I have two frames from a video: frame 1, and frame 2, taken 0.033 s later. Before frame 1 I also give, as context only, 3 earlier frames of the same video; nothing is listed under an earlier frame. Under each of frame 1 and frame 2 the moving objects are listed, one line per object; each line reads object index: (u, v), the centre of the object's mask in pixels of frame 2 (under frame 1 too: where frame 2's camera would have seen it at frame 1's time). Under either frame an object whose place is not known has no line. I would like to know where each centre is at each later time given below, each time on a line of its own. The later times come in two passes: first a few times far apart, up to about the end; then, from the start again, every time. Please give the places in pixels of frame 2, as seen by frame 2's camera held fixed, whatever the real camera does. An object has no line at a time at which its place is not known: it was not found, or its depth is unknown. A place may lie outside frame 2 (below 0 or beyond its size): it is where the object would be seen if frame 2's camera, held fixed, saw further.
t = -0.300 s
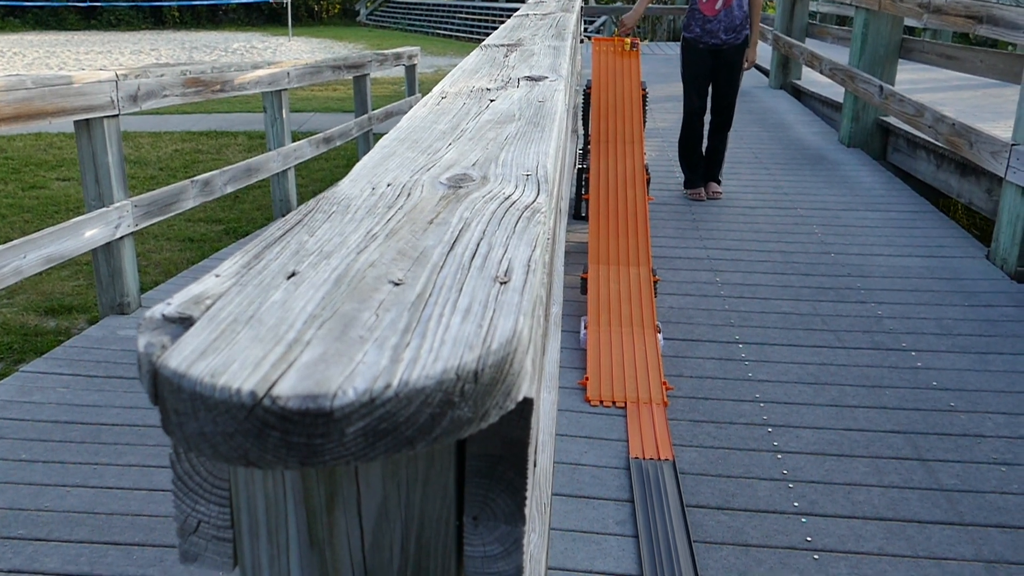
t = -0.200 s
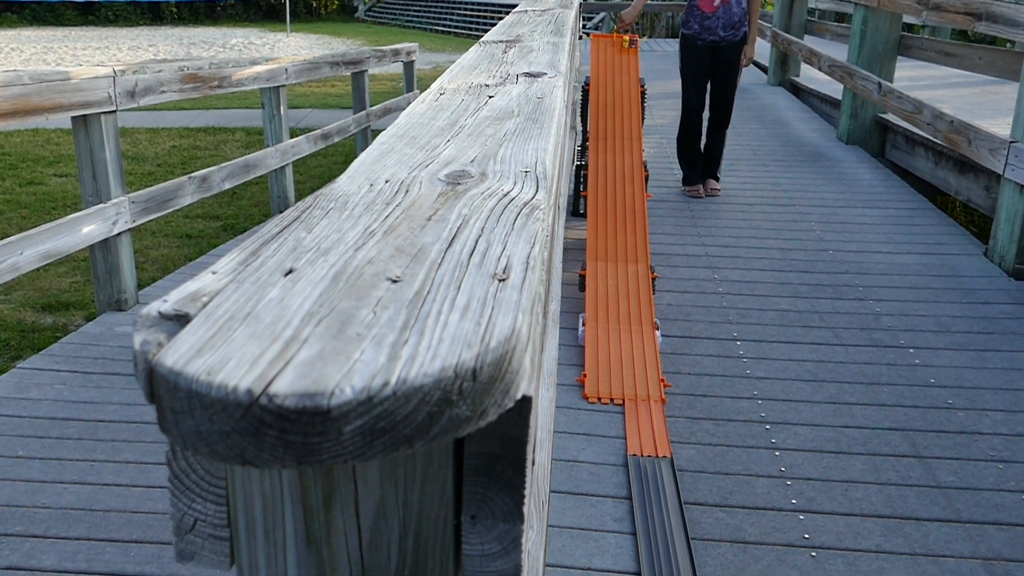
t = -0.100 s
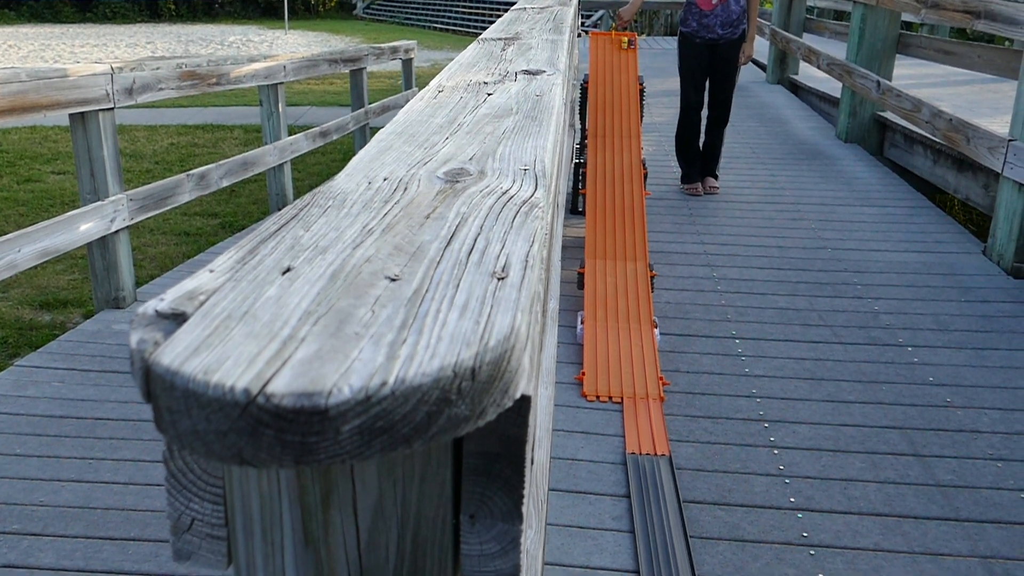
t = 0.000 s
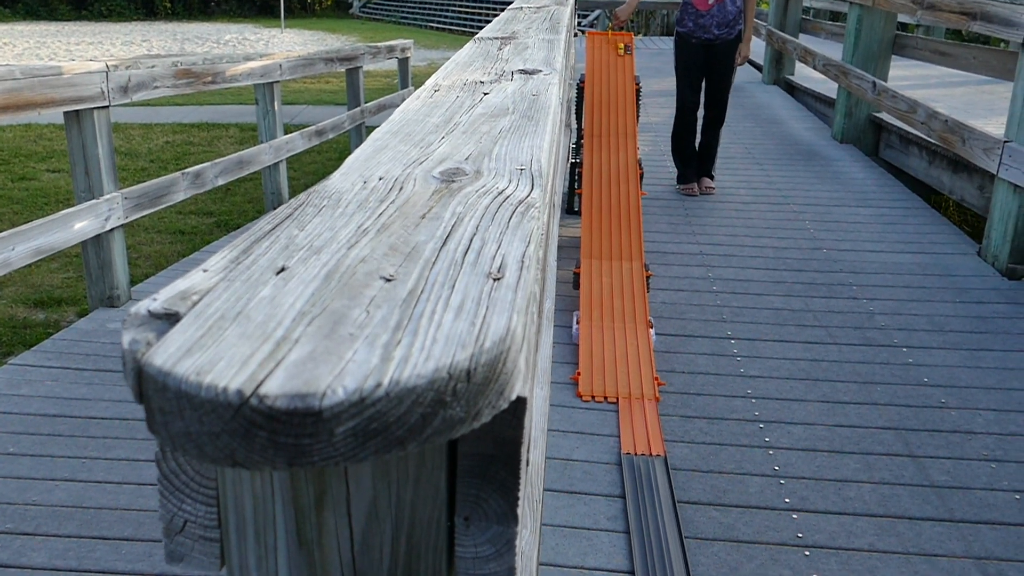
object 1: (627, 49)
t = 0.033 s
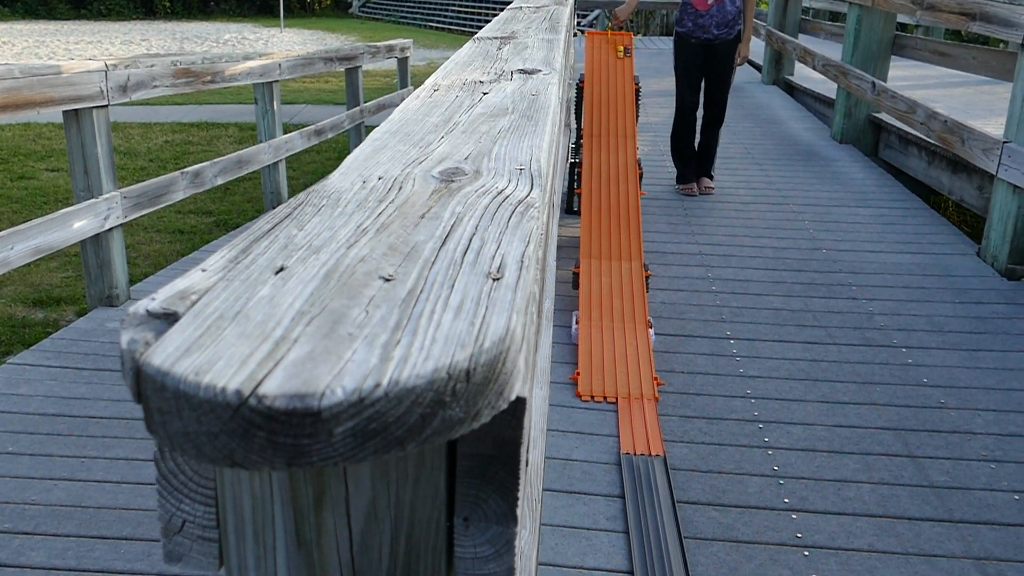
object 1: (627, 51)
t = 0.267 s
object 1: (629, 81)
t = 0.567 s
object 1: (631, 152)
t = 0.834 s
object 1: (635, 250)
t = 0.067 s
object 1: (628, 54)
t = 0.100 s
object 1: (628, 58)
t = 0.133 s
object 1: (628, 62)
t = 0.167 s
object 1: (628, 66)
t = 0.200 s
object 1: (629, 71)
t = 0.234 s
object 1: (629, 76)
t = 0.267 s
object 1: (629, 81)
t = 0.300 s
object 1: (629, 87)
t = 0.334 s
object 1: (629, 93)
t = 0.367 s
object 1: (629, 100)
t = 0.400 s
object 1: (630, 107)
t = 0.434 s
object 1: (630, 118)
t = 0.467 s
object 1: (630, 126)
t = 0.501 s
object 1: (630, 134)
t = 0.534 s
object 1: (630, 143)
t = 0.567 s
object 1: (631, 152)
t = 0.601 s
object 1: (632, 162)
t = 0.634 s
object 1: (632, 172)
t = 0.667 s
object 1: (632, 183)
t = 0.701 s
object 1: (633, 194)
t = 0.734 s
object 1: (633, 206)
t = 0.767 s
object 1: (634, 223)
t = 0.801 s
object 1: (635, 236)
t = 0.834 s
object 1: (635, 250)
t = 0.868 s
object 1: (637, 264)
